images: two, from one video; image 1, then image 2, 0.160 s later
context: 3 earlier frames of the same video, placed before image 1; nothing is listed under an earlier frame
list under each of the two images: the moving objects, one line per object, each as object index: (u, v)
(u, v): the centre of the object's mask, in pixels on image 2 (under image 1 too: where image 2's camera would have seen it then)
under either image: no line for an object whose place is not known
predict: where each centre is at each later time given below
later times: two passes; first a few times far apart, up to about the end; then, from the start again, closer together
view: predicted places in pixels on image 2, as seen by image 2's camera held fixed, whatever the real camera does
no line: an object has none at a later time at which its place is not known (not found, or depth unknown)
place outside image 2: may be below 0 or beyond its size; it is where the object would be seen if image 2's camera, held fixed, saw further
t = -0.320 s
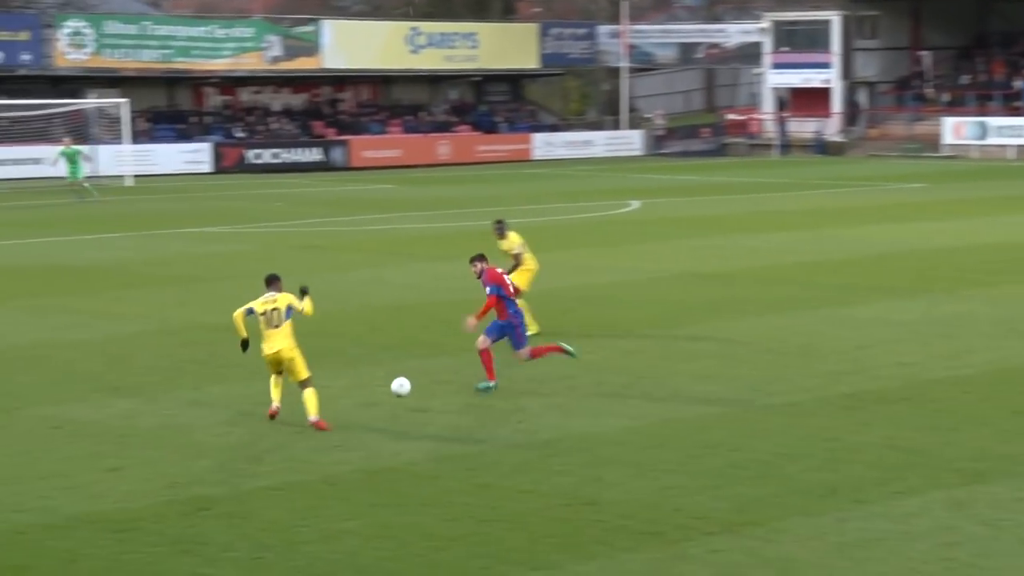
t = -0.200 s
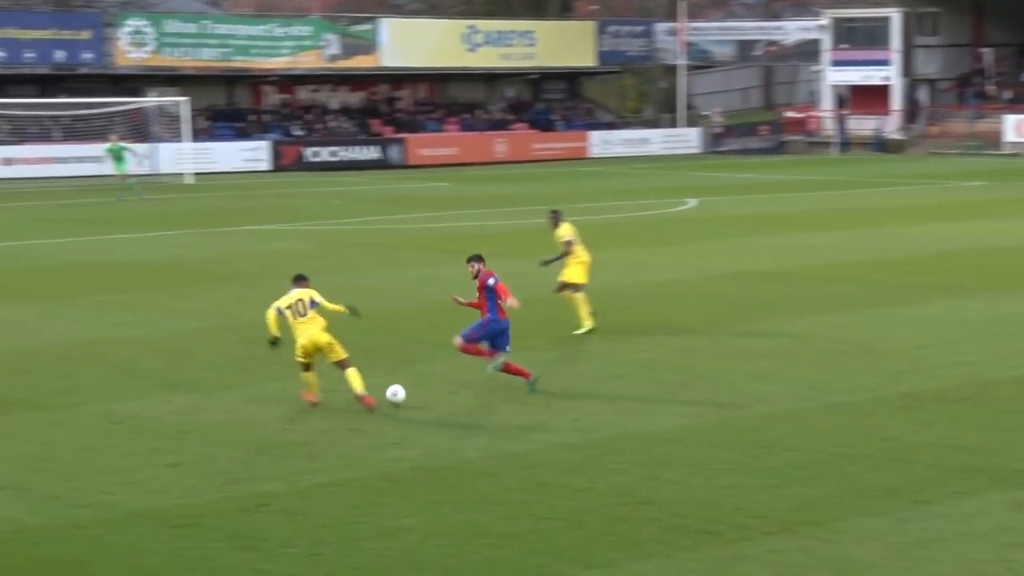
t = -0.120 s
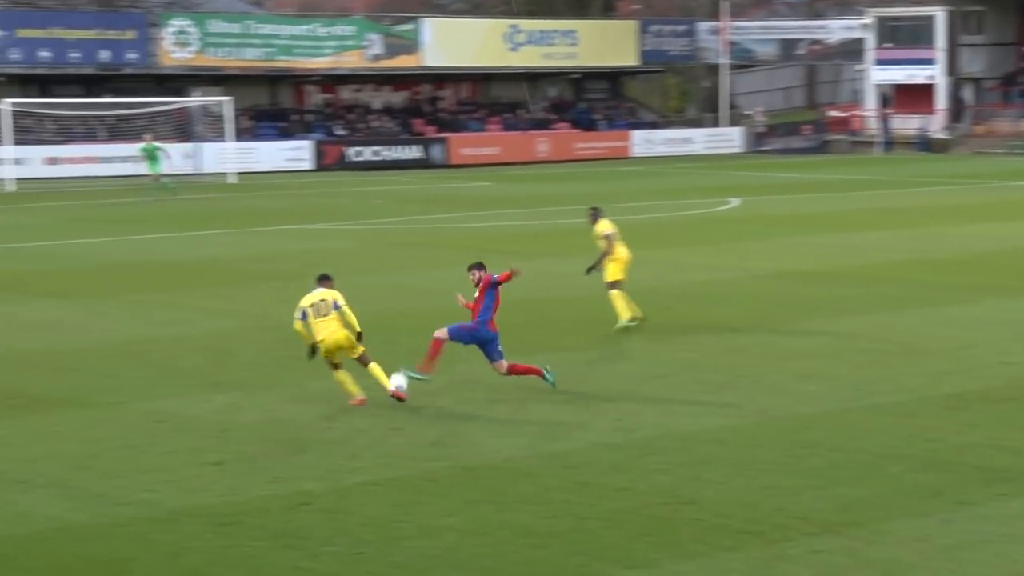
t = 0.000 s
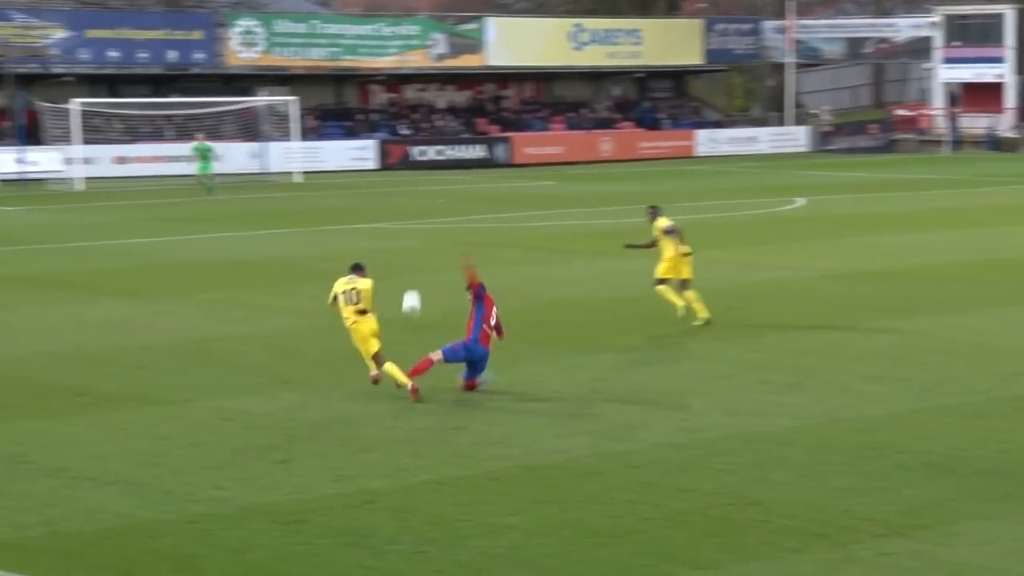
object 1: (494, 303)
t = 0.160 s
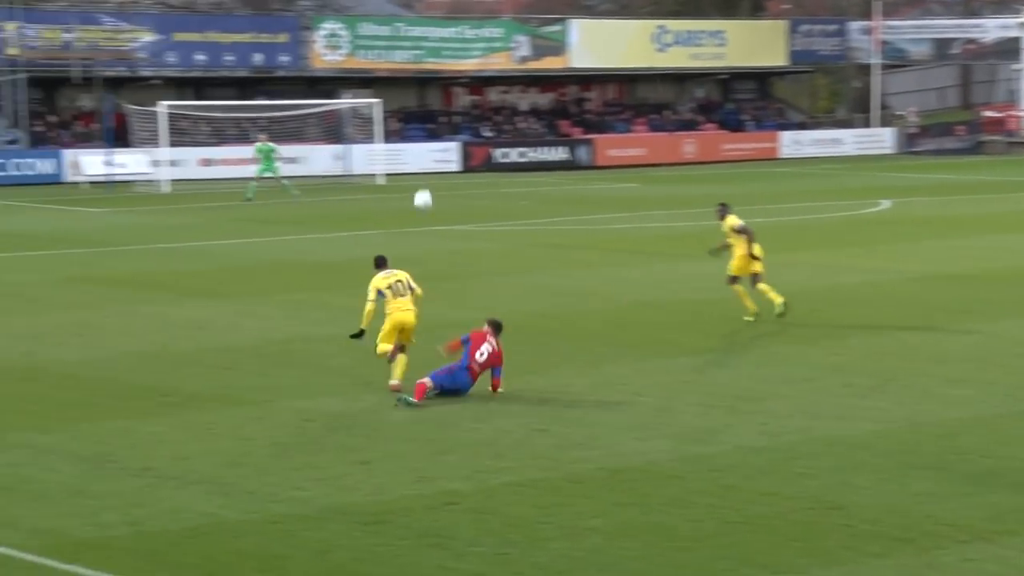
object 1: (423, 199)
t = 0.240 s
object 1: (389, 160)
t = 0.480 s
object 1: (295, 73)
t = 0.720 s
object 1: (210, 37)
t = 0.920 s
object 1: (147, 44)
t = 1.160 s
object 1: (77, 93)
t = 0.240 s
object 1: (389, 160)
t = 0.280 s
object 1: (373, 141)
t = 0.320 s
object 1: (357, 123)
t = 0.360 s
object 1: (340, 109)
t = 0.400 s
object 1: (325, 95)
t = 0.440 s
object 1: (310, 83)
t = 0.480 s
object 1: (295, 73)
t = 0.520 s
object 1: (280, 63)
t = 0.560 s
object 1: (265, 55)
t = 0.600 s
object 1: (251, 48)
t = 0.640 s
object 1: (237, 43)
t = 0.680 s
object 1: (224, 40)
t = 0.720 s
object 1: (210, 37)
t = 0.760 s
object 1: (198, 37)
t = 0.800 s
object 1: (185, 37)
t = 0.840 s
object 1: (173, 38)
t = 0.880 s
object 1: (160, 41)
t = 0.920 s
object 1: (147, 44)
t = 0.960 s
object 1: (136, 50)
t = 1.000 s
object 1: (124, 56)
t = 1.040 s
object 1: (111, 64)
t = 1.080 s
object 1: (100, 74)
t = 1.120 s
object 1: (89, 83)
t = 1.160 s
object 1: (77, 93)
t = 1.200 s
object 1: (65, 106)
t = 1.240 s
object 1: (53, 119)
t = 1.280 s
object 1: (42, 133)
